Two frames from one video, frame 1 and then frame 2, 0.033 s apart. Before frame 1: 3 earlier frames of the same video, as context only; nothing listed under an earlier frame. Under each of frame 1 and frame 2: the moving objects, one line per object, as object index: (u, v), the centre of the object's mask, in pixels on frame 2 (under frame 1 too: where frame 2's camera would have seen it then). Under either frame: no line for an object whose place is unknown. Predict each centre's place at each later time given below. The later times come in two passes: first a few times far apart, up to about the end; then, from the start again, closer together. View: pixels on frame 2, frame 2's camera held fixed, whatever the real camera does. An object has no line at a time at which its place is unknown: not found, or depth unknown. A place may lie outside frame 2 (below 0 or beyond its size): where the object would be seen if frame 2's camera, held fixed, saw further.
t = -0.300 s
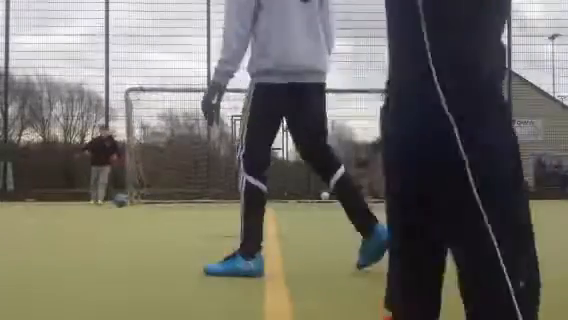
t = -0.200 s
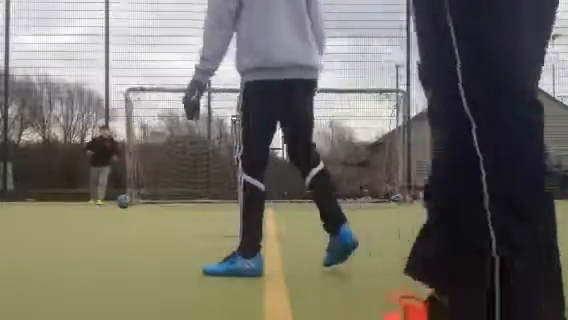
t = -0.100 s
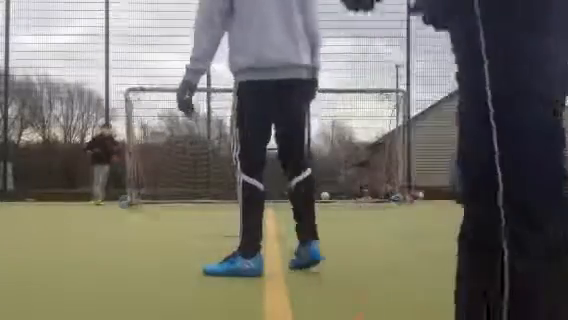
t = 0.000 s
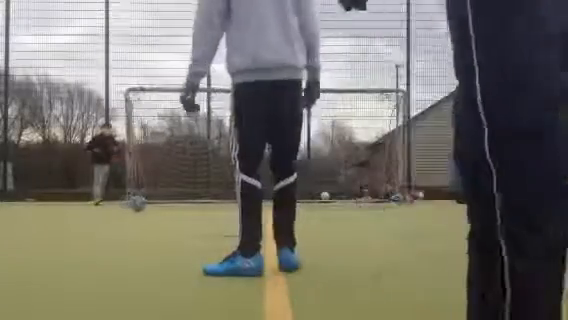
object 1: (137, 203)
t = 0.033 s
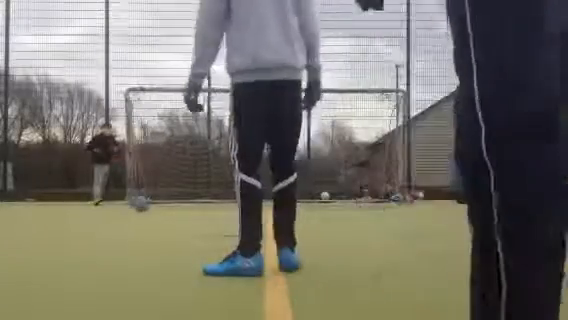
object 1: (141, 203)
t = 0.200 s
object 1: (148, 203)
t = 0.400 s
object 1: (160, 205)
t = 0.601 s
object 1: (175, 207)
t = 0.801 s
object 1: (194, 210)
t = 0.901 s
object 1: (202, 211)
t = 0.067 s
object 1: (142, 203)
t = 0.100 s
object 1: (143, 203)
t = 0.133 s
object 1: (144, 203)
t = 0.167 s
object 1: (147, 204)
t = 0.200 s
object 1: (148, 203)
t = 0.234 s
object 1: (150, 204)
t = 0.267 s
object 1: (152, 205)
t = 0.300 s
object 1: (153, 204)
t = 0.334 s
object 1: (155, 205)
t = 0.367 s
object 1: (158, 206)
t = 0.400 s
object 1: (160, 205)
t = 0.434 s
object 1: (163, 205)
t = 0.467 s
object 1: (165, 206)
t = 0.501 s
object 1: (167, 206)
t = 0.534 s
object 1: (170, 206)
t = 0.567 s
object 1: (173, 207)
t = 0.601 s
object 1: (175, 207)
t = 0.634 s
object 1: (178, 207)
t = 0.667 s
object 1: (181, 209)
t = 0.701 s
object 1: (183, 208)
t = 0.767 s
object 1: (190, 210)
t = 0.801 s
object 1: (194, 210)
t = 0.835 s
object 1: (199, 210)
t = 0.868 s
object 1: (201, 211)
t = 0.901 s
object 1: (202, 211)
